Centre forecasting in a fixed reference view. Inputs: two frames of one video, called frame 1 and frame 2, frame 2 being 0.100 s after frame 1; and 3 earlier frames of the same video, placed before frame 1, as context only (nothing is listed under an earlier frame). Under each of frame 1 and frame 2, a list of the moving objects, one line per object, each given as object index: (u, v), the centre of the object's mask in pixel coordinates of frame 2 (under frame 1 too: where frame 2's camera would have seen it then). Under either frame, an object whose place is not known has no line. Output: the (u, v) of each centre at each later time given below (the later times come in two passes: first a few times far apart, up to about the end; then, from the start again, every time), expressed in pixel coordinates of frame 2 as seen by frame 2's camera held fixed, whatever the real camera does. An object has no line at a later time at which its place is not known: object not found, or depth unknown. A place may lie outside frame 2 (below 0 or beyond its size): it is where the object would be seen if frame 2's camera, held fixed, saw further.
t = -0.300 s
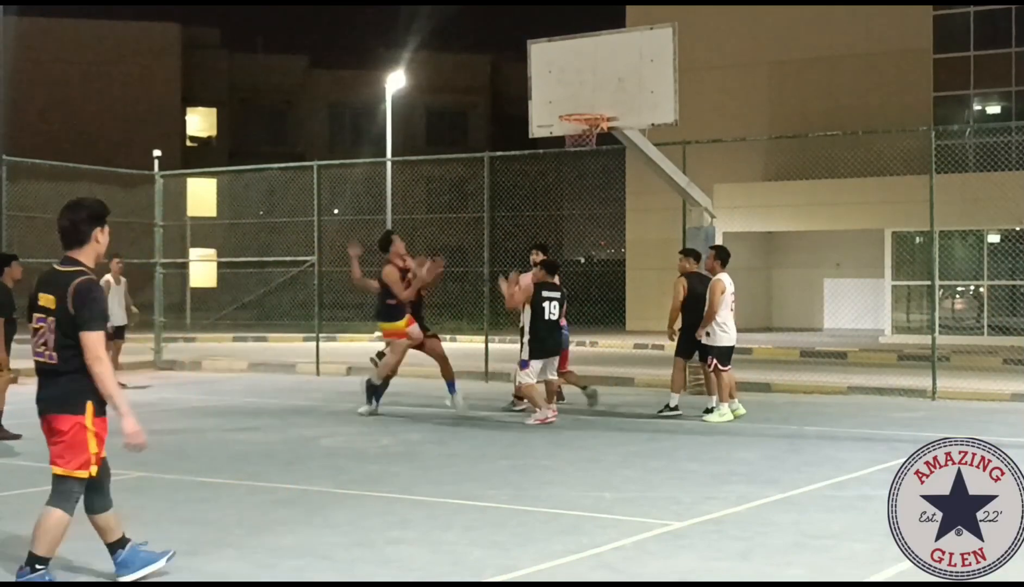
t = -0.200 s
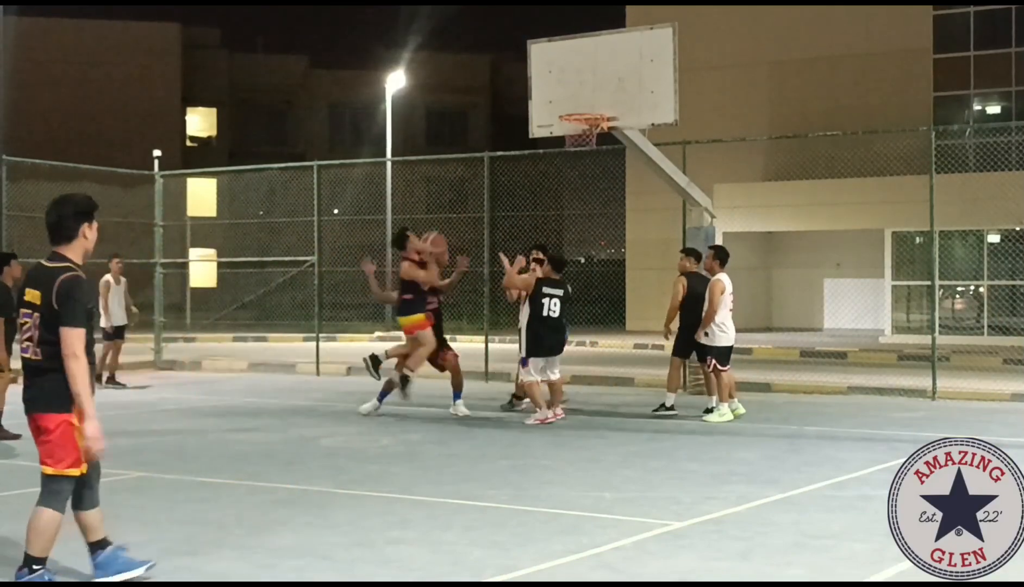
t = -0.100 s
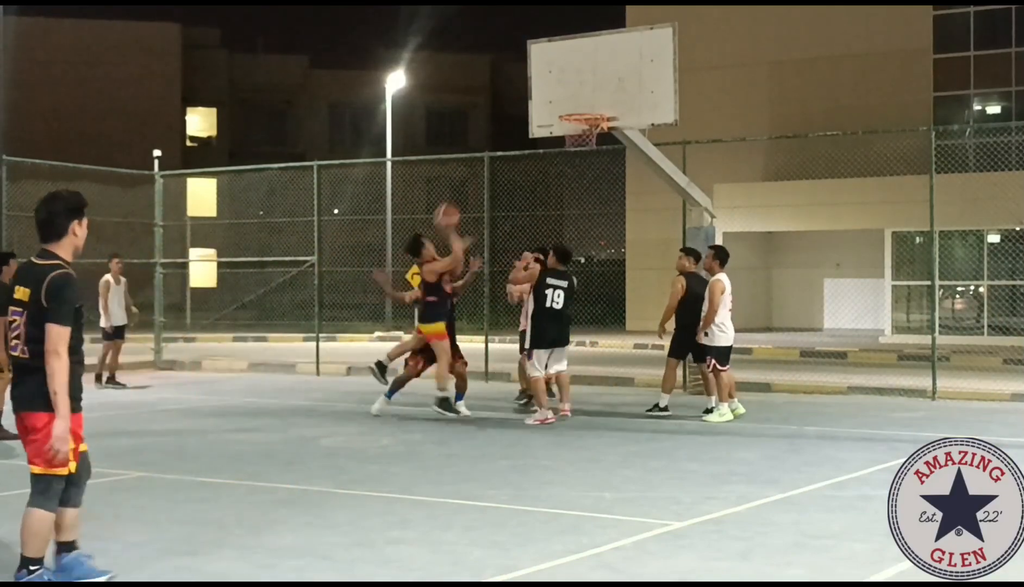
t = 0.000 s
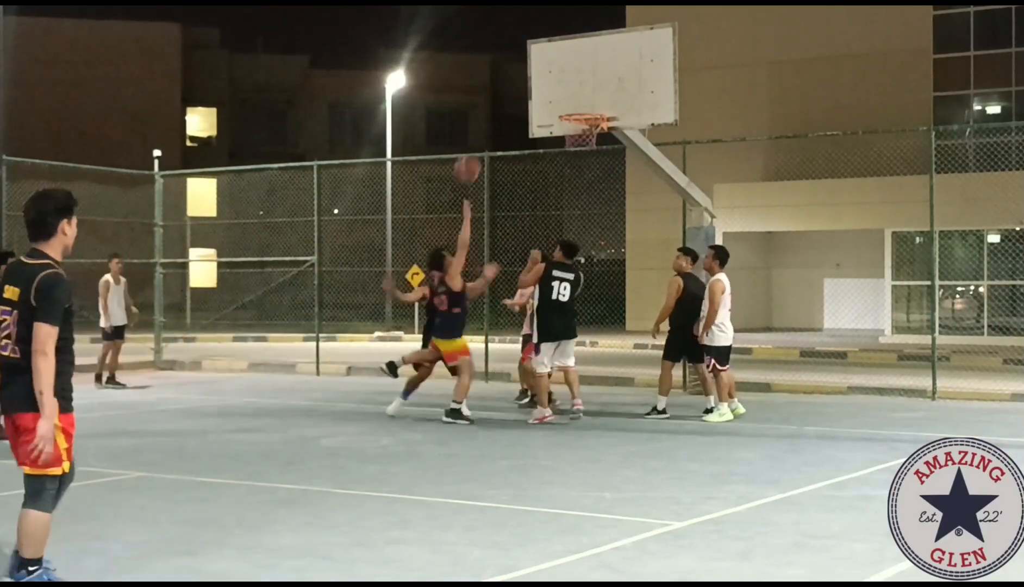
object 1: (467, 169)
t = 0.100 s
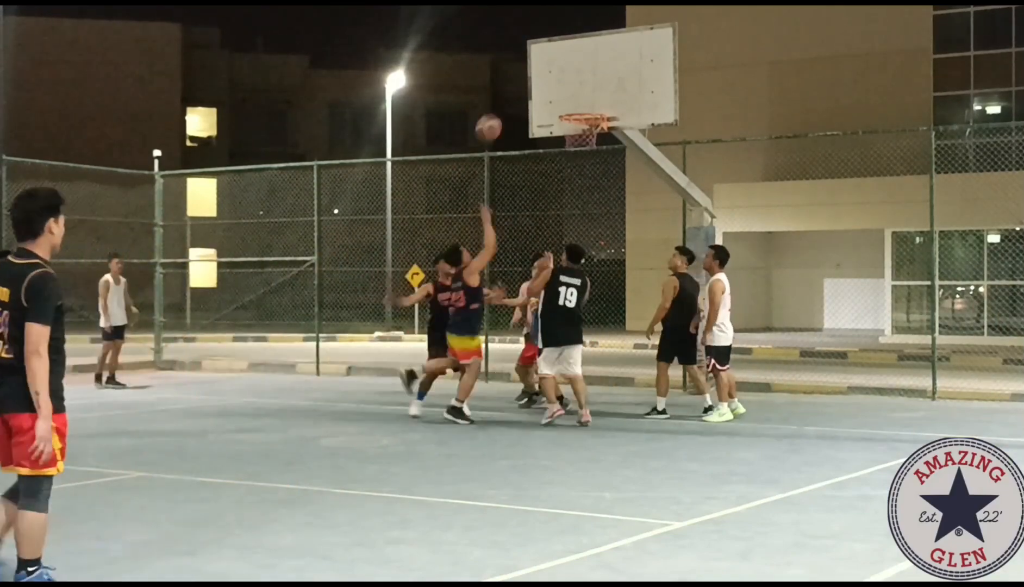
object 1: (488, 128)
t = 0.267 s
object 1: (522, 85)
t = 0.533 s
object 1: (572, 75)
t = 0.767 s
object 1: (576, 115)
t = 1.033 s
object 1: (580, 139)
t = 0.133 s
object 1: (496, 116)
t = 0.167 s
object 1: (502, 107)
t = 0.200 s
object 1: (509, 99)
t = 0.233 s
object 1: (516, 91)
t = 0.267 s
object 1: (522, 85)
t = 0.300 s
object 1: (528, 80)
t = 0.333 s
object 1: (535, 76)
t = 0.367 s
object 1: (541, 73)
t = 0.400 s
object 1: (548, 71)
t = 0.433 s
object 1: (554, 71)
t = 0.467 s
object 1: (560, 71)
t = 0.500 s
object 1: (566, 73)
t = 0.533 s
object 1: (572, 75)
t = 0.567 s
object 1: (578, 79)
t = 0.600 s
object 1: (584, 83)
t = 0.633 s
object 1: (586, 89)
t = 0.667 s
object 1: (583, 94)
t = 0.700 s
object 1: (581, 100)
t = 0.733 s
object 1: (578, 105)
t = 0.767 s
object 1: (576, 115)
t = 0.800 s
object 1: (576, 123)
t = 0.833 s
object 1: (578, 132)
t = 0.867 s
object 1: (575, 132)
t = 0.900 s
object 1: (576, 132)
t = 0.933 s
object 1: (578, 132)
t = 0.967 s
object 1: (579, 134)
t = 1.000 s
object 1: (580, 137)
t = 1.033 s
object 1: (580, 139)
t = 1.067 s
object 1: (583, 143)
